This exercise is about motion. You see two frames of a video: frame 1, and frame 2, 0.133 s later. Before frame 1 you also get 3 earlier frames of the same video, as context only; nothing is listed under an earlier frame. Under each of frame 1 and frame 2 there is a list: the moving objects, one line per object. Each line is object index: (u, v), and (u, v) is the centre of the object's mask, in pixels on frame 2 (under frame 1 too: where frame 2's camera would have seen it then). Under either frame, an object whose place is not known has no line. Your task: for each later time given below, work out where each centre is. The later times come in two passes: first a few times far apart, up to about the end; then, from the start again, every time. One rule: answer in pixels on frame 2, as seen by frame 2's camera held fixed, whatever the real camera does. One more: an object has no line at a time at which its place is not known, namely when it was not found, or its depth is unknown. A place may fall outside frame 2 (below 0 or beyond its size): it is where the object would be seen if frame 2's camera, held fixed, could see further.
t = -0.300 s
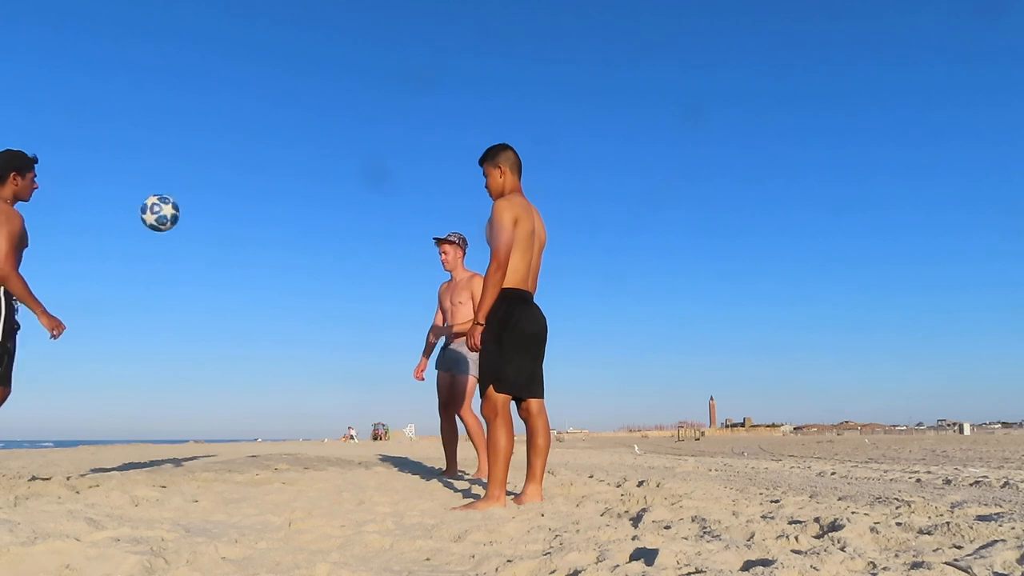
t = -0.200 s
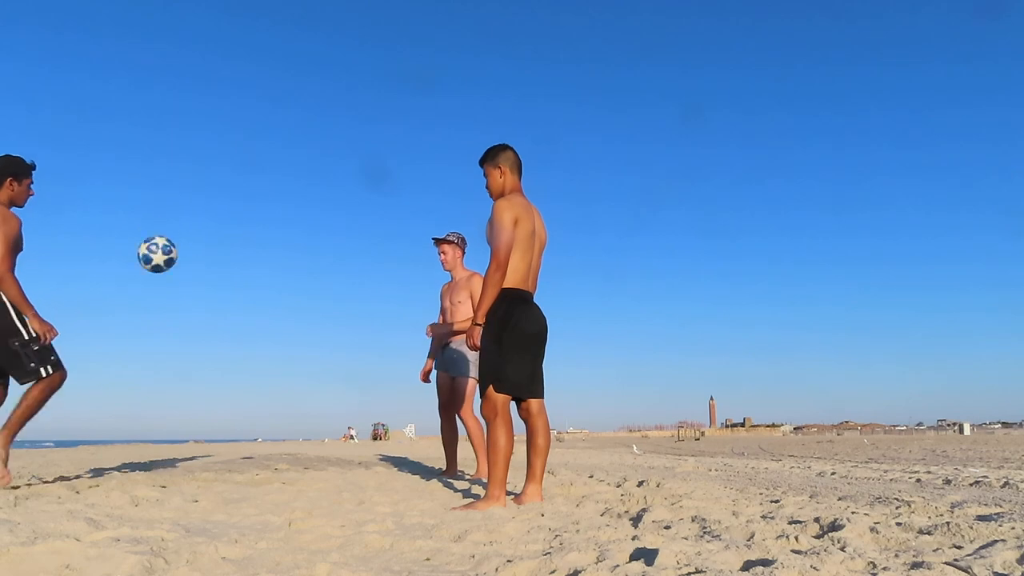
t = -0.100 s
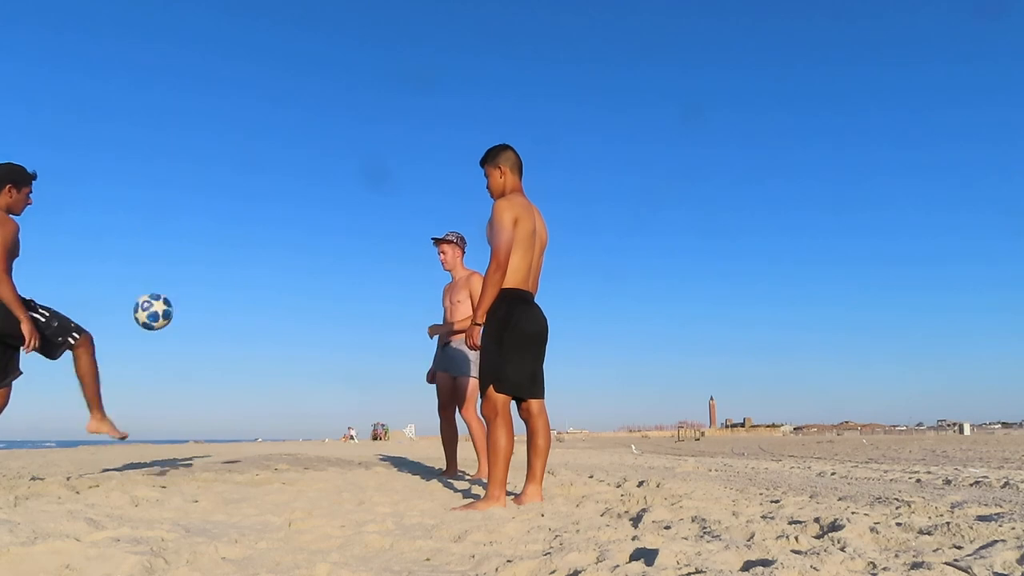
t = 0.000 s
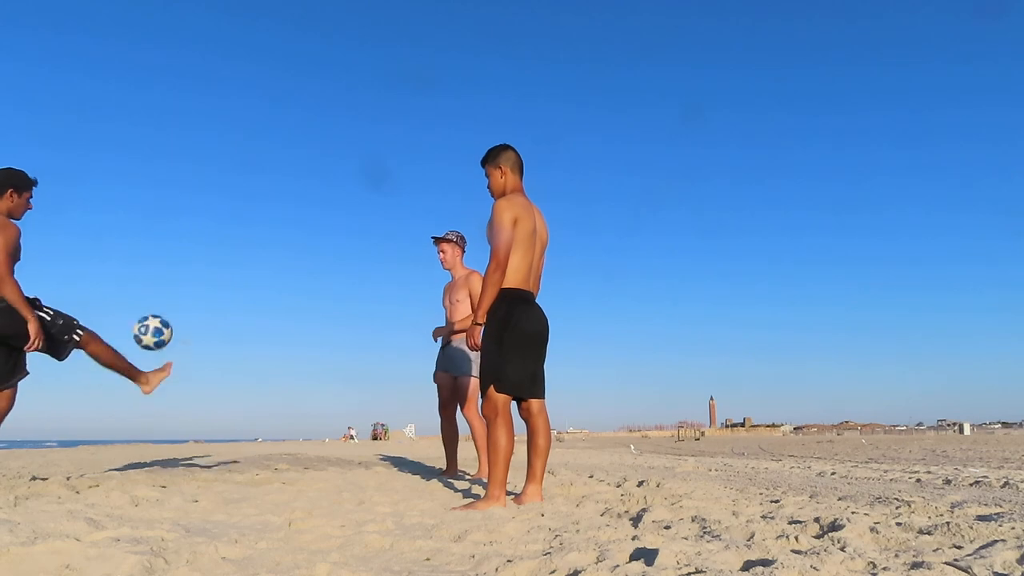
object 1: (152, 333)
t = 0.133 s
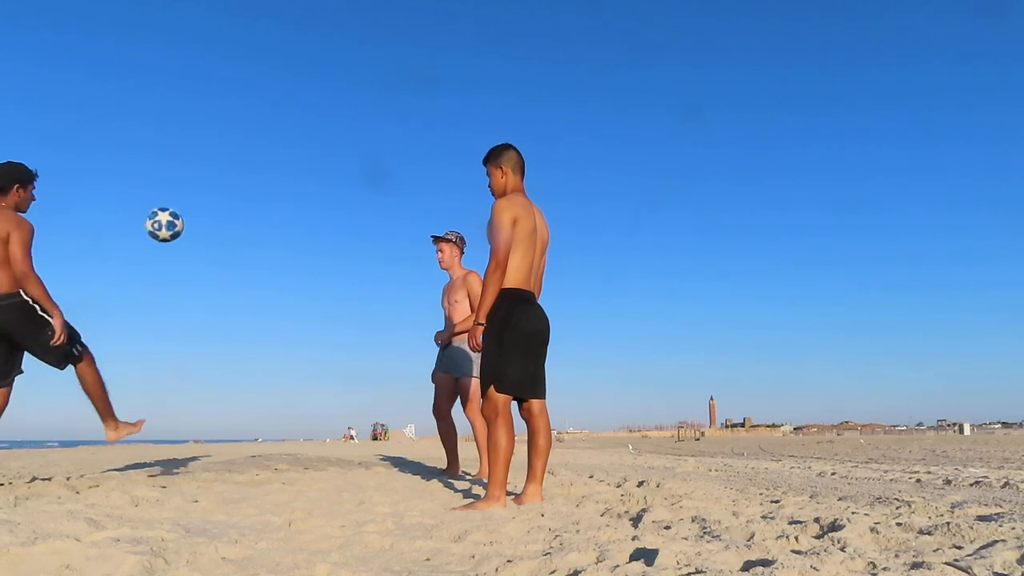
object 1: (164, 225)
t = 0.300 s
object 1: (174, 134)
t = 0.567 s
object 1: (181, 81)
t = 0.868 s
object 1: (174, 142)
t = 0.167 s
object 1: (167, 203)
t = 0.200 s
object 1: (169, 182)
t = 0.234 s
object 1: (171, 164)
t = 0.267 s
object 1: (173, 148)
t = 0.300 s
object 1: (174, 134)
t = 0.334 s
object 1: (176, 121)
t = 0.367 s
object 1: (177, 110)
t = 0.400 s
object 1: (178, 101)
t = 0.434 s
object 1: (179, 94)
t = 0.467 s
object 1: (180, 88)
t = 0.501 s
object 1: (181, 84)
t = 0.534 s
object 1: (181, 81)
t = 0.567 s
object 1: (181, 81)
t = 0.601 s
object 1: (181, 81)
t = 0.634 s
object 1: (181, 83)
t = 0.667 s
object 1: (181, 87)
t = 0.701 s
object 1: (180, 92)
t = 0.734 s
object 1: (179, 99)
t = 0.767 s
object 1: (178, 107)
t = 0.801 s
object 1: (177, 117)
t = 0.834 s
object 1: (175, 129)
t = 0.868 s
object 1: (174, 142)
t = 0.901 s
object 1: (172, 157)
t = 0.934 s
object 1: (170, 174)
